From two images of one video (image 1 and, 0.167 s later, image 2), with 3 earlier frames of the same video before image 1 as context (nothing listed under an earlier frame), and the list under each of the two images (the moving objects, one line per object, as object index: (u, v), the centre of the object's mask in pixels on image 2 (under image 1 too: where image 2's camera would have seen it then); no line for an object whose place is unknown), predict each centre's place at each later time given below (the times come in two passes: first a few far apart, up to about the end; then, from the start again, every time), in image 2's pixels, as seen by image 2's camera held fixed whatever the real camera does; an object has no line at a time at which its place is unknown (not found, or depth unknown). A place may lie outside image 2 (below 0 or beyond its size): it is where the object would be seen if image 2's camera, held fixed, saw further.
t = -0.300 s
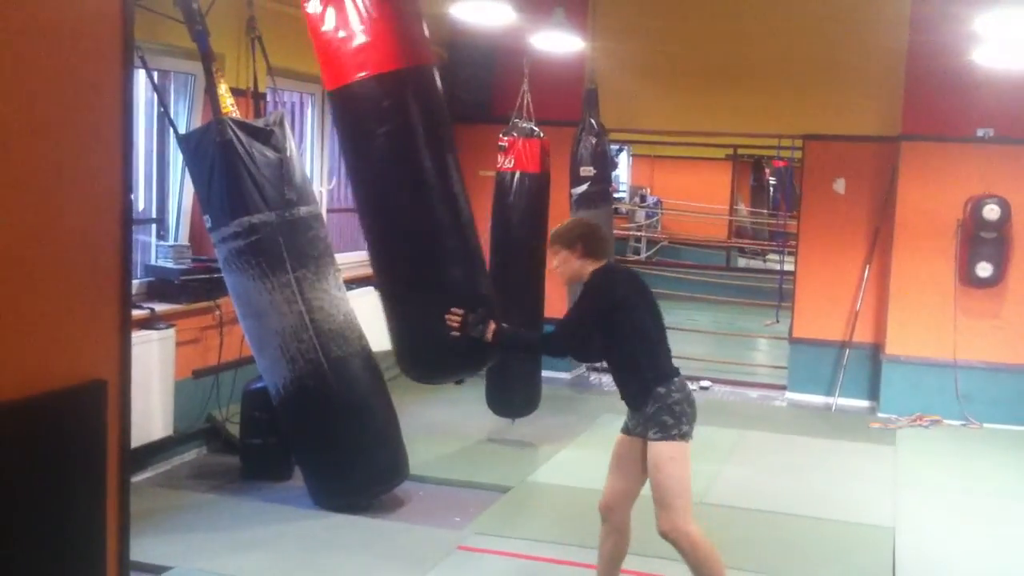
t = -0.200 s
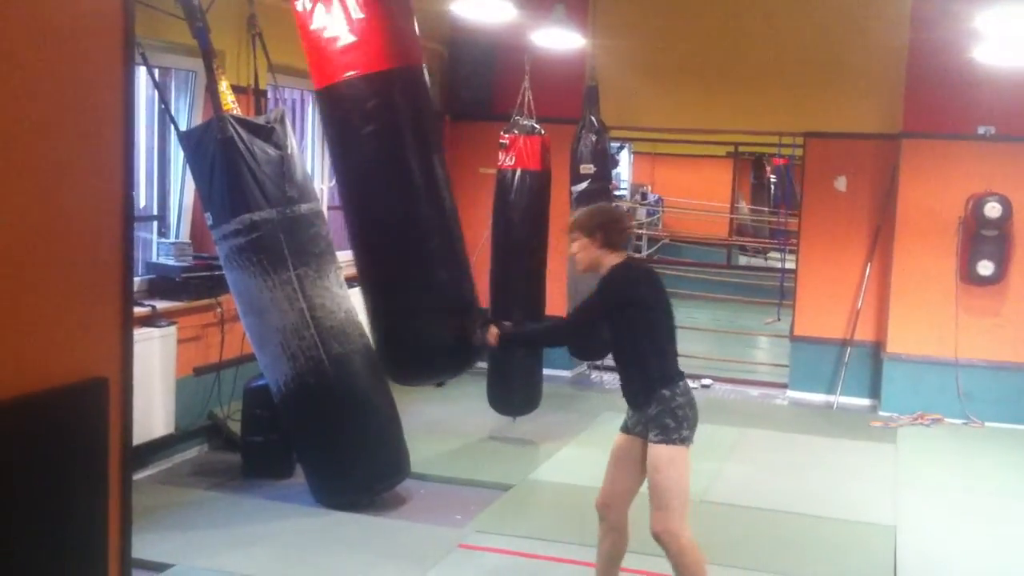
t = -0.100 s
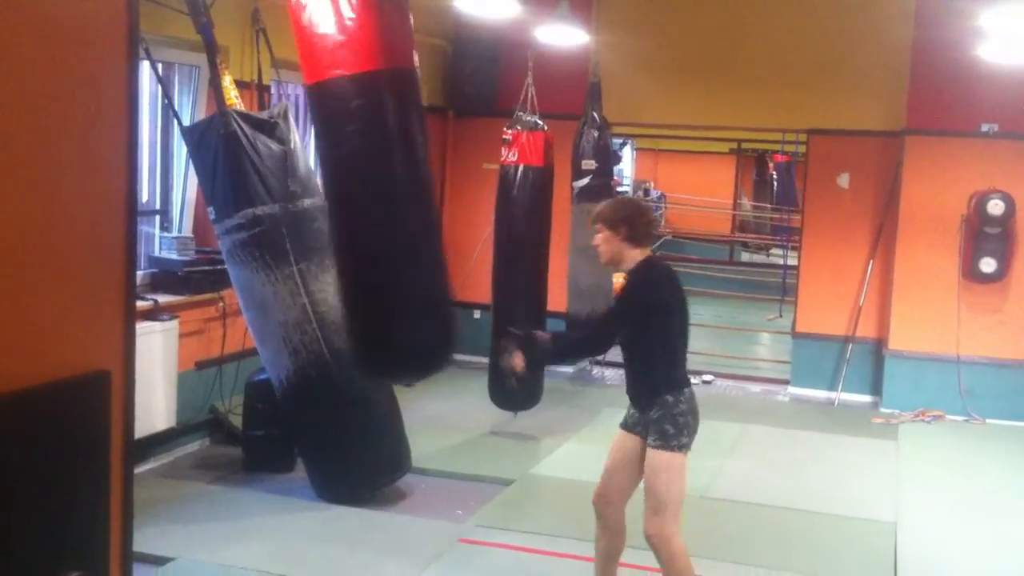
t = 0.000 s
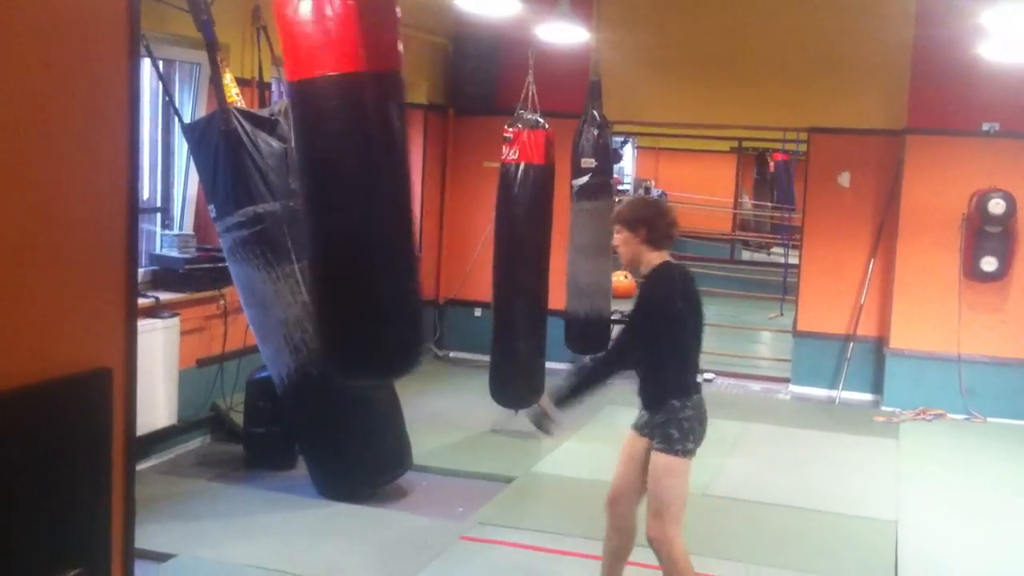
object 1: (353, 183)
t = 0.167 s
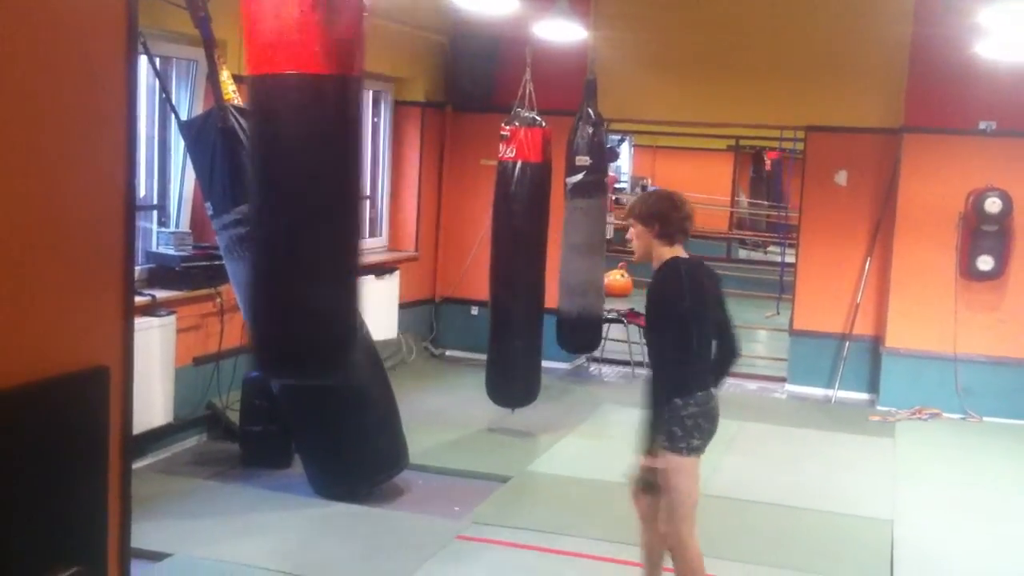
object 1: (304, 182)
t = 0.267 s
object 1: (274, 182)
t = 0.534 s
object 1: (208, 176)
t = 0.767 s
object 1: (187, 151)
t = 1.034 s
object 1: (192, 150)
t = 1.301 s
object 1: (229, 177)
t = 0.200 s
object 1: (295, 180)
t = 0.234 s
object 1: (285, 181)
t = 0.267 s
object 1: (274, 182)
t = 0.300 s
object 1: (266, 183)
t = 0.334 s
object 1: (255, 183)
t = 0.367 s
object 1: (246, 183)
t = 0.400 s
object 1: (237, 182)
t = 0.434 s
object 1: (228, 182)
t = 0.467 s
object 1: (221, 181)
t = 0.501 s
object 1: (214, 179)
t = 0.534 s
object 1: (208, 176)
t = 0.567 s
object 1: (203, 172)
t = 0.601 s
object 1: (198, 169)
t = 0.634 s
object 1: (195, 165)
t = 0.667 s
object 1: (193, 161)
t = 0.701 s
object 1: (191, 157)
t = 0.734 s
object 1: (189, 154)
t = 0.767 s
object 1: (187, 151)
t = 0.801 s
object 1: (187, 149)
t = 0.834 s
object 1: (186, 147)
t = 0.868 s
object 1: (186, 145)
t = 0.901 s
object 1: (187, 145)
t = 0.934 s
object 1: (187, 145)
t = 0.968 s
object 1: (188, 146)
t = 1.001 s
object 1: (190, 148)
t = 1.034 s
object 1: (192, 150)
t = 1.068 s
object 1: (194, 153)
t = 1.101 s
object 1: (196, 157)
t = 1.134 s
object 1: (201, 158)
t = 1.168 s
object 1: (205, 163)
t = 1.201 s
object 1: (209, 168)
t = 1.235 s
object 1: (214, 173)
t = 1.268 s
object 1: (221, 175)
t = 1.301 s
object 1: (229, 177)
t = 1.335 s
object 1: (236, 178)
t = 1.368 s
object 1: (244, 180)
